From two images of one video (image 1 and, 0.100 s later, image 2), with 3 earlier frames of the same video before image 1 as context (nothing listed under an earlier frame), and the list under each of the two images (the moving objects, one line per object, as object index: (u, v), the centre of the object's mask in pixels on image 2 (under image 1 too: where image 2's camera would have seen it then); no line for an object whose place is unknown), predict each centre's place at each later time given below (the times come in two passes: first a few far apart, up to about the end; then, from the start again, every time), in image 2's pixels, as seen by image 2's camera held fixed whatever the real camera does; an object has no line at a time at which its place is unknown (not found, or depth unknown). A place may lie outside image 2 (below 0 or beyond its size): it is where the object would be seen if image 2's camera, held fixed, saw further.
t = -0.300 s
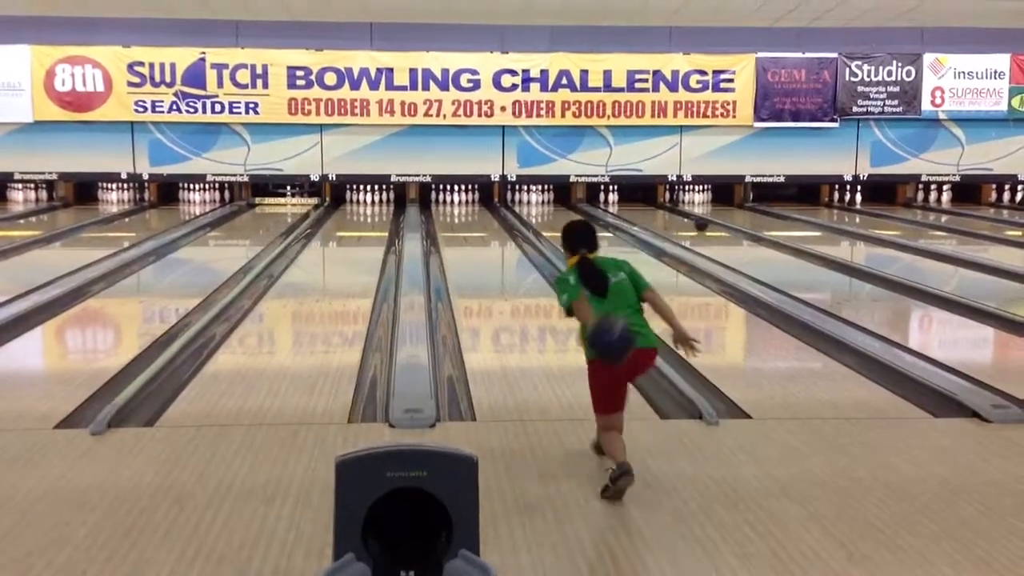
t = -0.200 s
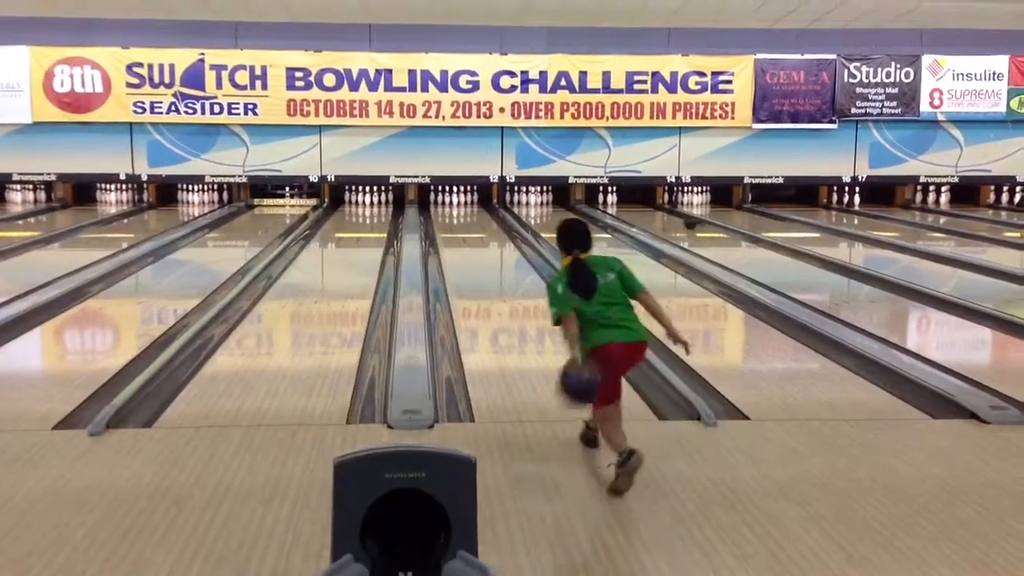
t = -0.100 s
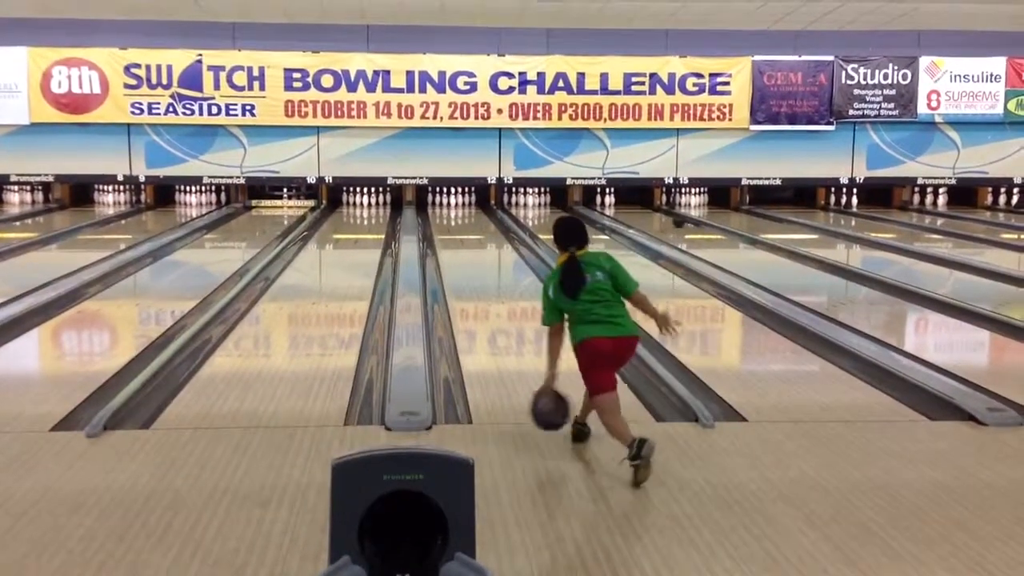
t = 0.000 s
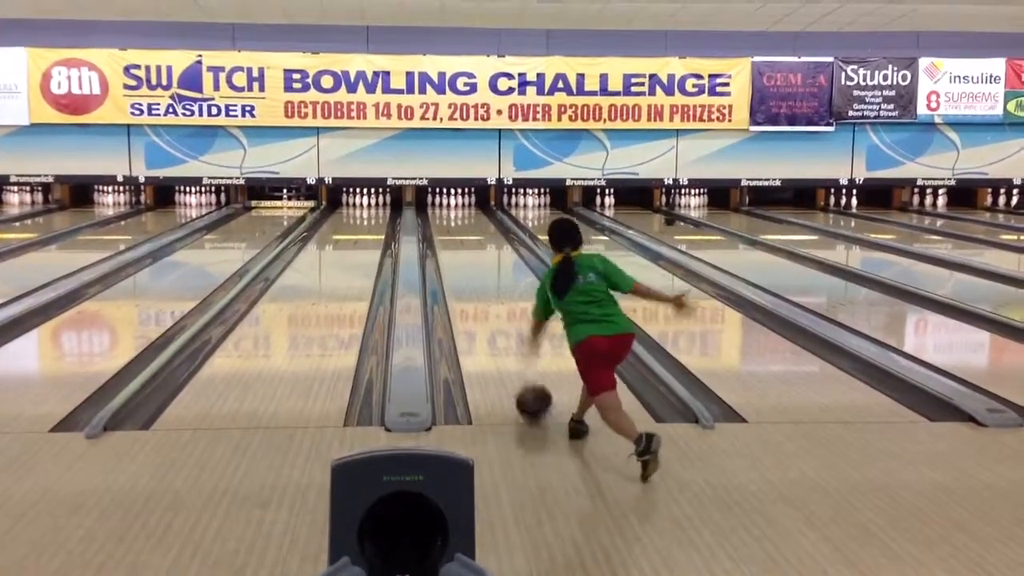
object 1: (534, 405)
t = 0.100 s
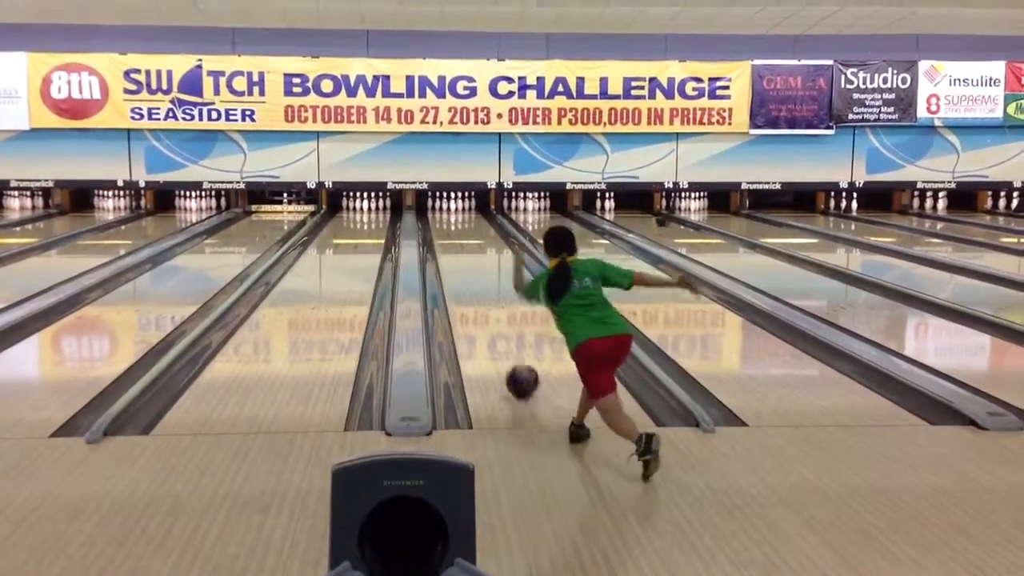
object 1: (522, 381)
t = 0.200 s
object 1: (512, 360)
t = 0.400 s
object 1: (497, 328)
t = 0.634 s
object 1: (484, 299)
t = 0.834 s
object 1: (476, 282)
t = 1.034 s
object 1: (470, 267)
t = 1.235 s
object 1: (464, 256)
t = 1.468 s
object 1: (460, 243)
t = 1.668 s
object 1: (456, 236)
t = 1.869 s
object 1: (454, 228)
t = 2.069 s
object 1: (453, 222)
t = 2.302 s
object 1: (451, 216)
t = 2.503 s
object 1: (452, 212)
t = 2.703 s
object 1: (452, 208)
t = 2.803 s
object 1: (453, 206)
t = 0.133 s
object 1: (519, 374)
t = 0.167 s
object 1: (516, 367)
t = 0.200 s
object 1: (512, 360)
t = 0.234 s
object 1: (509, 355)
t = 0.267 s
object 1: (507, 349)
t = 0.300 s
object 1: (504, 343)
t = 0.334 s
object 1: (502, 338)
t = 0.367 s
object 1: (499, 333)
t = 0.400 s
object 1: (497, 328)
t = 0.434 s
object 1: (495, 323)
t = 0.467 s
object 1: (494, 319)
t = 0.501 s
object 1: (491, 315)
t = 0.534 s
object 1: (490, 311)
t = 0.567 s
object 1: (488, 307)
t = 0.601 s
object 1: (486, 304)
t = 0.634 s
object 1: (484, 299)
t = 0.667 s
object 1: (483, 297)
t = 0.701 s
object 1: (482, 294)
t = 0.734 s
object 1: (480, 290)
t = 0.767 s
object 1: (479, 287)
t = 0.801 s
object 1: (478, 285)
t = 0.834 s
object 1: (476, 282)
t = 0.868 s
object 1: (475, 279)
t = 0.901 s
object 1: (474, 276)
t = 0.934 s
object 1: (473, 274)
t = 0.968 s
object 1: (472, 272)
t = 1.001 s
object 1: (471, 269)
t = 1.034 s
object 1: (470, 267)
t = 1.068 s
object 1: (469, 265)
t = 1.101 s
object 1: (468, 263)
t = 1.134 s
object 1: (467, 261)
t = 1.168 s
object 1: (466, 258)
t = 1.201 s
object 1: (465, 257)
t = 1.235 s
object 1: (464, 256)
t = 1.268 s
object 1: (464, 253)
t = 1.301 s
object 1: (463, 252)
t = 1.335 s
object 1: (463, 250)
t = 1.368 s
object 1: (462, 248)
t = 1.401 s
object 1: (461, 246)
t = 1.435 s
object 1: (460, 244)
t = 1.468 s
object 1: (460, 243)
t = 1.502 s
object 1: (459, 242)
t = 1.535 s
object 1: (459, 240)
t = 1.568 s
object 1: (459, 239)
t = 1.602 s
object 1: (458, 239)
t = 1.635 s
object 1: (457, 236)
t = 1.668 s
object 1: (456, 236)
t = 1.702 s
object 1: (456, 234)
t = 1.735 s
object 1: (455, 232)
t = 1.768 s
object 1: (455, 231)
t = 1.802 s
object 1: (455, 229)
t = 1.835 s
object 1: (454, 229)
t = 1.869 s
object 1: (454, 228)
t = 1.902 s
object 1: (454, 227)
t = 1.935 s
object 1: (453, 226)
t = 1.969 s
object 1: (453, 225)
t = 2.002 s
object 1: (453, 224)
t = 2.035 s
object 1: (453, 223)
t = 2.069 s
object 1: (453, 222)
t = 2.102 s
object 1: (452, 222)
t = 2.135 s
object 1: (452, 220)
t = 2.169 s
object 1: (452, 220)
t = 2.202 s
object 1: (452, 220)
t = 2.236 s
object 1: (452, 219)
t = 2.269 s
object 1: (451, 216)
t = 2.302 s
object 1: (451, 216)
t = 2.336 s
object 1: (452, 215)
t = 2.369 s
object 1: (452, 215)
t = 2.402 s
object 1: (452, 215)
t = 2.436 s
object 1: (452, 214)
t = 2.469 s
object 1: (451, 212)
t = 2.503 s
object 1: (452, 212)
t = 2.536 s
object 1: (452, 211)
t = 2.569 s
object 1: (452, 211)
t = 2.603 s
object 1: (452, 210)
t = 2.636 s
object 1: (452, 210)
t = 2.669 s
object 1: (452, 210)
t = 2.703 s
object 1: (452, 208)
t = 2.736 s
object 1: (452, 208)
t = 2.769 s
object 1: (452, 208)
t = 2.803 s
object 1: (453, 206)
